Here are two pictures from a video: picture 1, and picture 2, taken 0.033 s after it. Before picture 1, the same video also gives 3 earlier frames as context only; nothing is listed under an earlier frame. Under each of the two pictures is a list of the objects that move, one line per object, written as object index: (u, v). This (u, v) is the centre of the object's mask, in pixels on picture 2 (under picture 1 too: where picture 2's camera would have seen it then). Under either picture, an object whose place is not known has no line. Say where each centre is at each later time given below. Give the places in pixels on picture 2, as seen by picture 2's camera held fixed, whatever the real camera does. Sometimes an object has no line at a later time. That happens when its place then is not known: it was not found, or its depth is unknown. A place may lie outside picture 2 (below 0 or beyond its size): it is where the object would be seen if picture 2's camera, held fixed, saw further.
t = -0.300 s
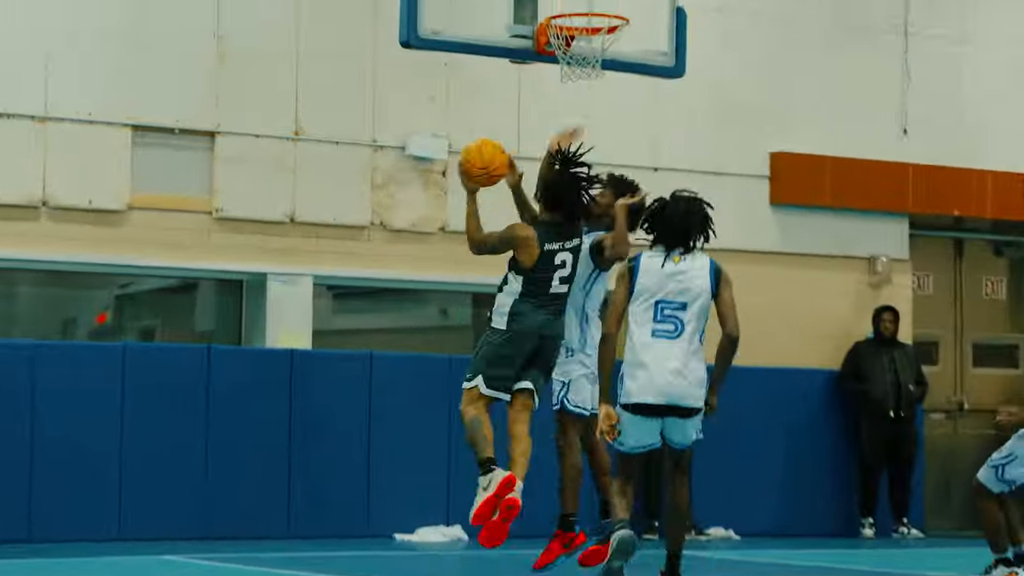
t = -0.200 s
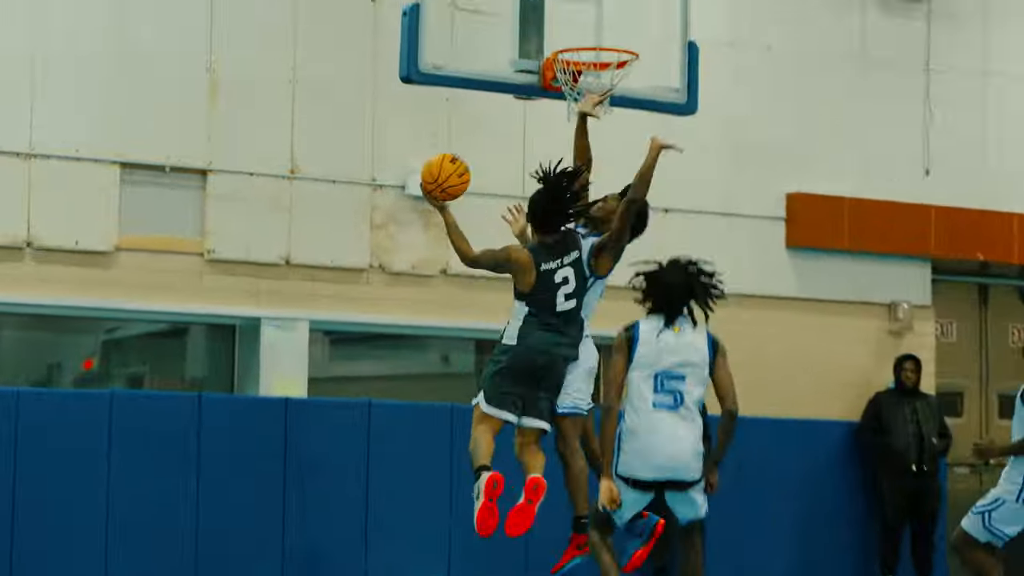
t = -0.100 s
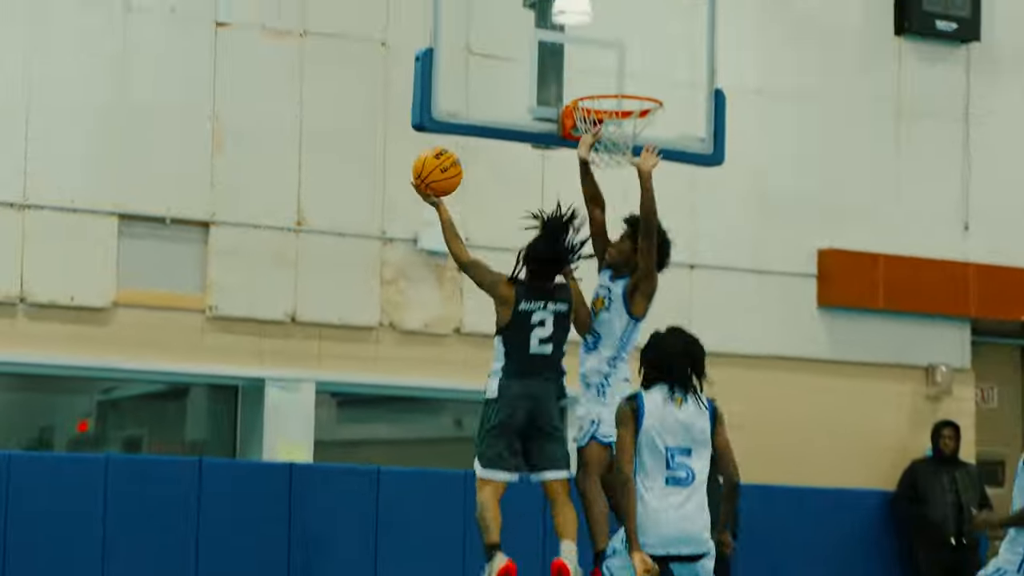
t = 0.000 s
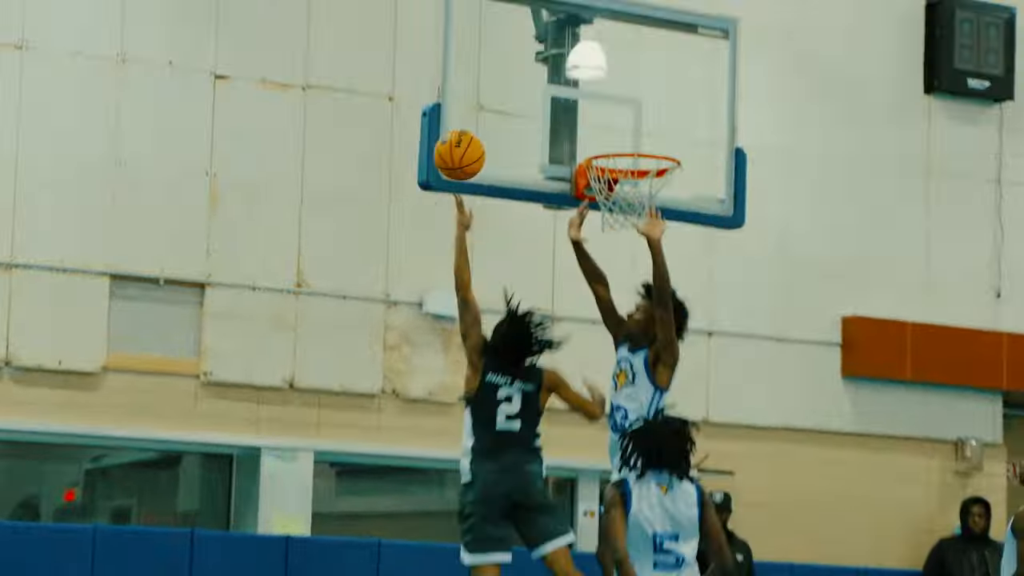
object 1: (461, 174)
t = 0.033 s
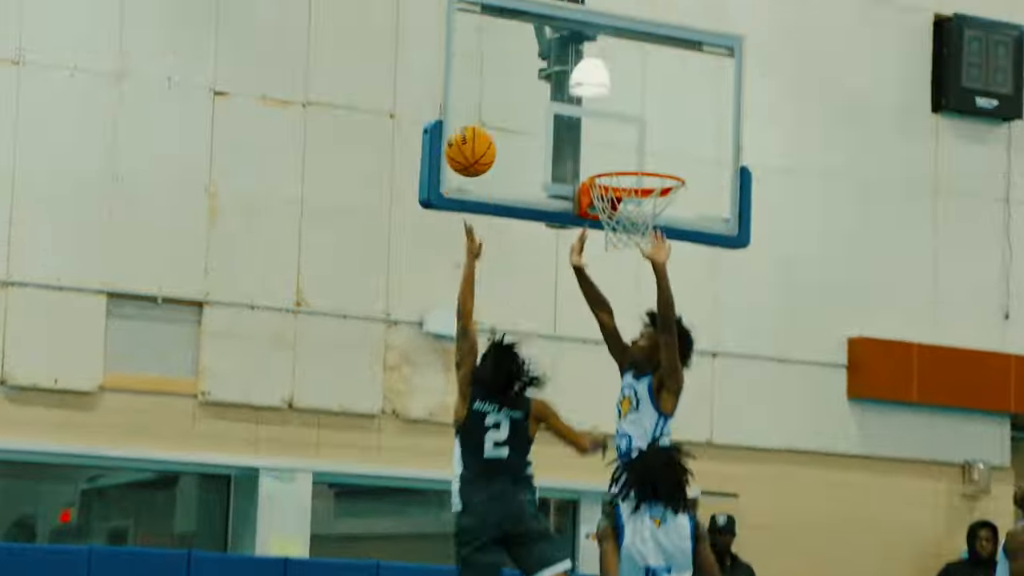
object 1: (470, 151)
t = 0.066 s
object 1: (479, 132)
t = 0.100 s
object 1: (488, 116)
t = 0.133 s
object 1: (496, 102)
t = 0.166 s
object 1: (505, 91)
